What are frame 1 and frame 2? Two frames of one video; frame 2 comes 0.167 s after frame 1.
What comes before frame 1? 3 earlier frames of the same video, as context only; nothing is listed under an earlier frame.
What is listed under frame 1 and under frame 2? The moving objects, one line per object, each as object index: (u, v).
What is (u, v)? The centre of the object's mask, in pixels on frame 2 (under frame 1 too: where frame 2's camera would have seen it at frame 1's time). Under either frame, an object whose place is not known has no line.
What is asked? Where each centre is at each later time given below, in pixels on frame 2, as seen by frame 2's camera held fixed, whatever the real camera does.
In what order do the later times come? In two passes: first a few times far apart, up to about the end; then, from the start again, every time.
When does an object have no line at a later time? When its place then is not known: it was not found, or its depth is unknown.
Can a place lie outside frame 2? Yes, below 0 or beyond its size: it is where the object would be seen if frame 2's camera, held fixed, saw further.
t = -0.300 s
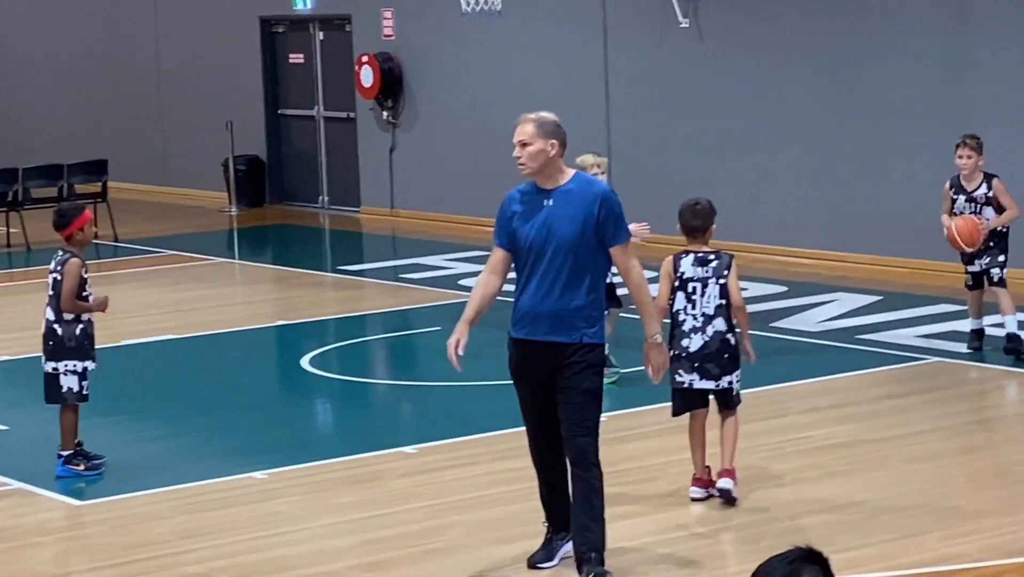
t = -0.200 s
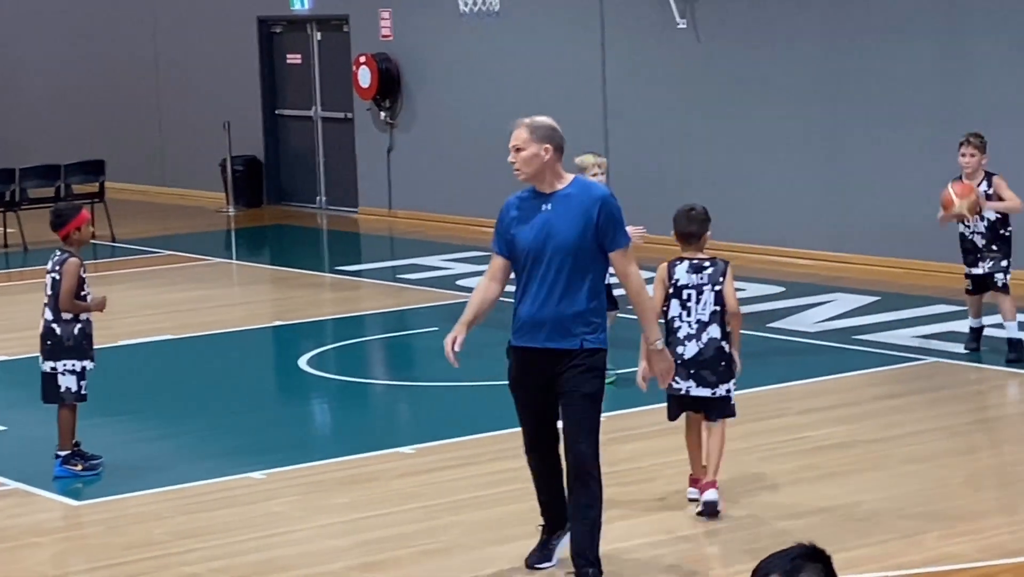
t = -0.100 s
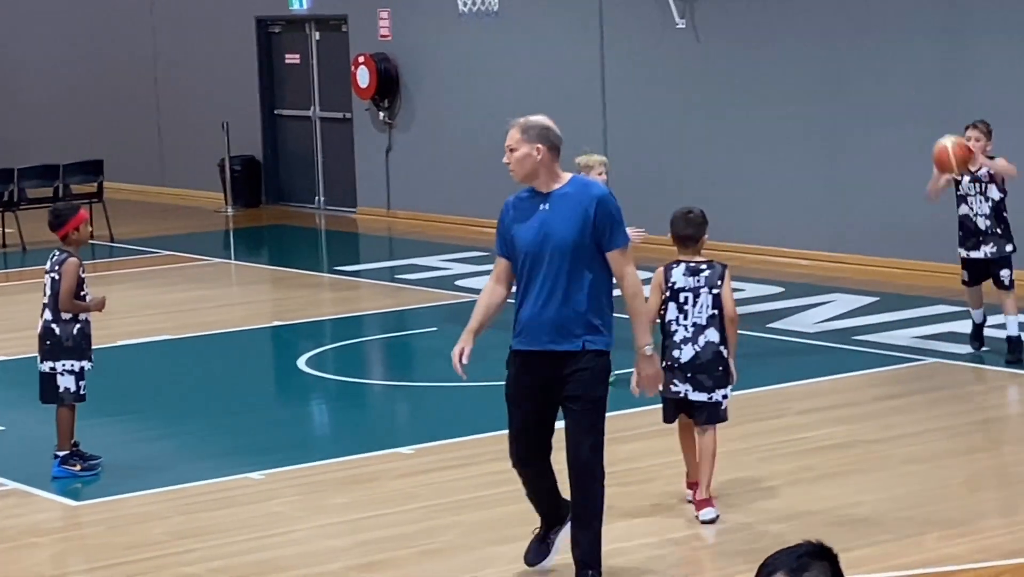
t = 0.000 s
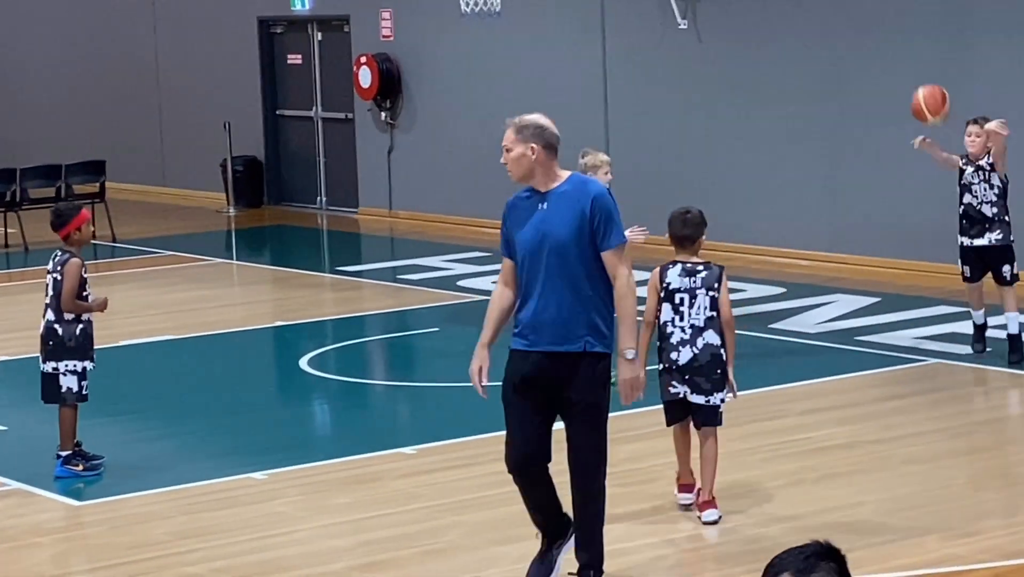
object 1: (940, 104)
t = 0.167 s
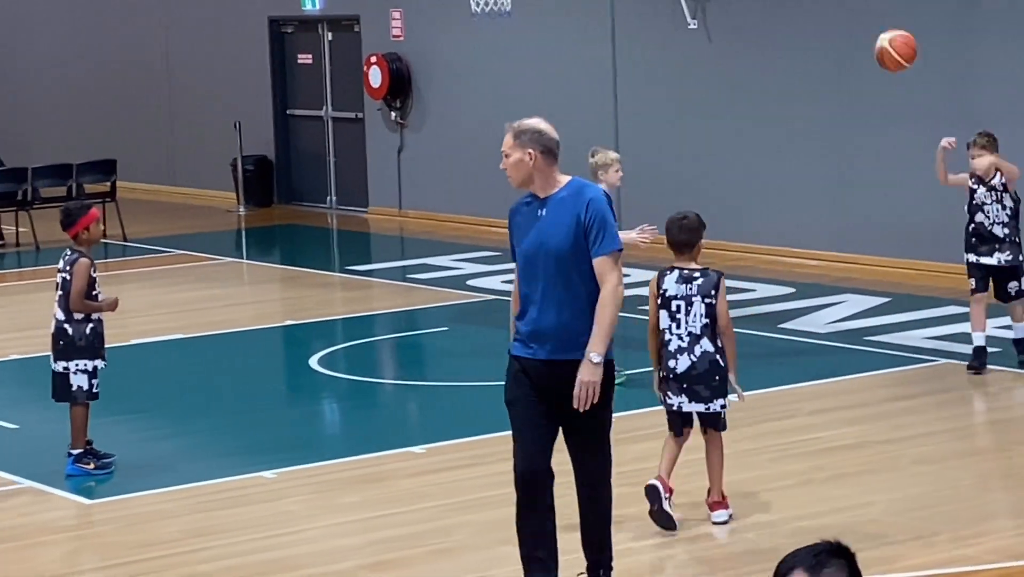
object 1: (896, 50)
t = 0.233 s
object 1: (877, 40)
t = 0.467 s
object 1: (805, 74)
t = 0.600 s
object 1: (760, 144)
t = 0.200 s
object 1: (886, 44)
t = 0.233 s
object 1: (877, 40)
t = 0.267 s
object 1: (867, 38)
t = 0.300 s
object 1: (857, 39)
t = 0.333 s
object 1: (848, 41)
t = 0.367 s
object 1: (837, 46)
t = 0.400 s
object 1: (827, 53)
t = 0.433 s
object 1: (816, 62)
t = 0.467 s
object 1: (805, 74)
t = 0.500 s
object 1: (794, 87)
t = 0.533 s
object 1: (783, 103)
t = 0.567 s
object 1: (771, 123)
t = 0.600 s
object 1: (760, 144)
